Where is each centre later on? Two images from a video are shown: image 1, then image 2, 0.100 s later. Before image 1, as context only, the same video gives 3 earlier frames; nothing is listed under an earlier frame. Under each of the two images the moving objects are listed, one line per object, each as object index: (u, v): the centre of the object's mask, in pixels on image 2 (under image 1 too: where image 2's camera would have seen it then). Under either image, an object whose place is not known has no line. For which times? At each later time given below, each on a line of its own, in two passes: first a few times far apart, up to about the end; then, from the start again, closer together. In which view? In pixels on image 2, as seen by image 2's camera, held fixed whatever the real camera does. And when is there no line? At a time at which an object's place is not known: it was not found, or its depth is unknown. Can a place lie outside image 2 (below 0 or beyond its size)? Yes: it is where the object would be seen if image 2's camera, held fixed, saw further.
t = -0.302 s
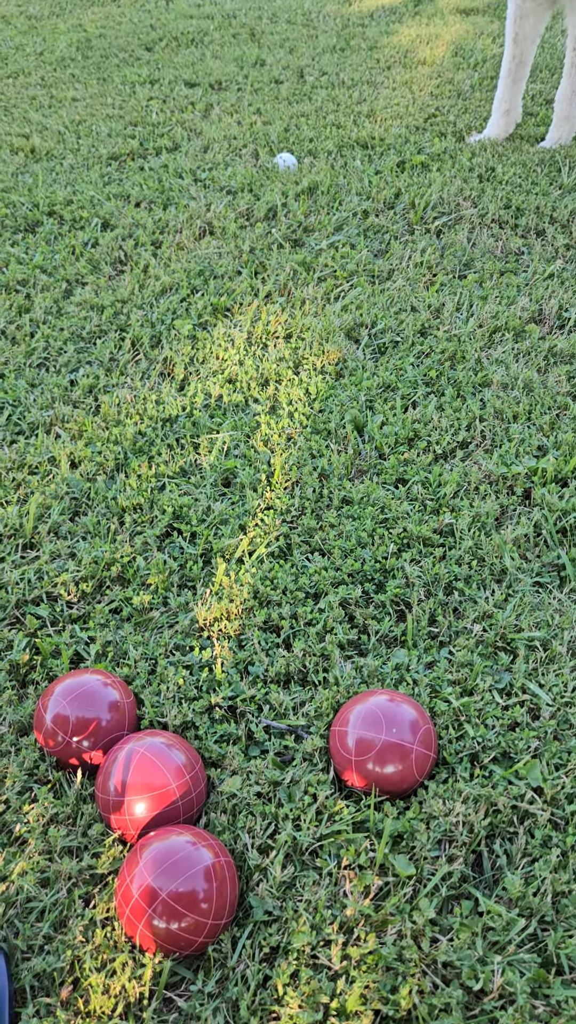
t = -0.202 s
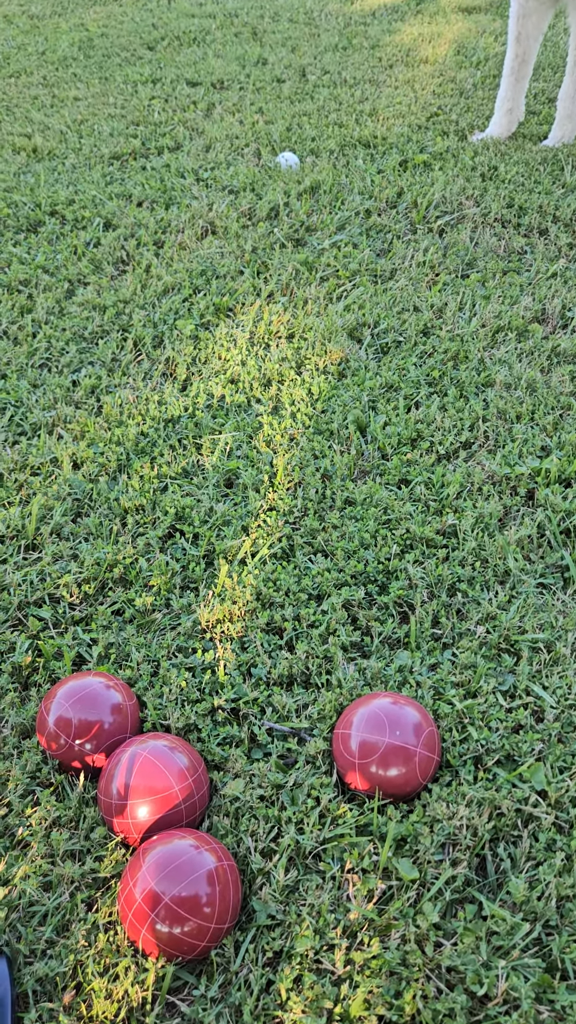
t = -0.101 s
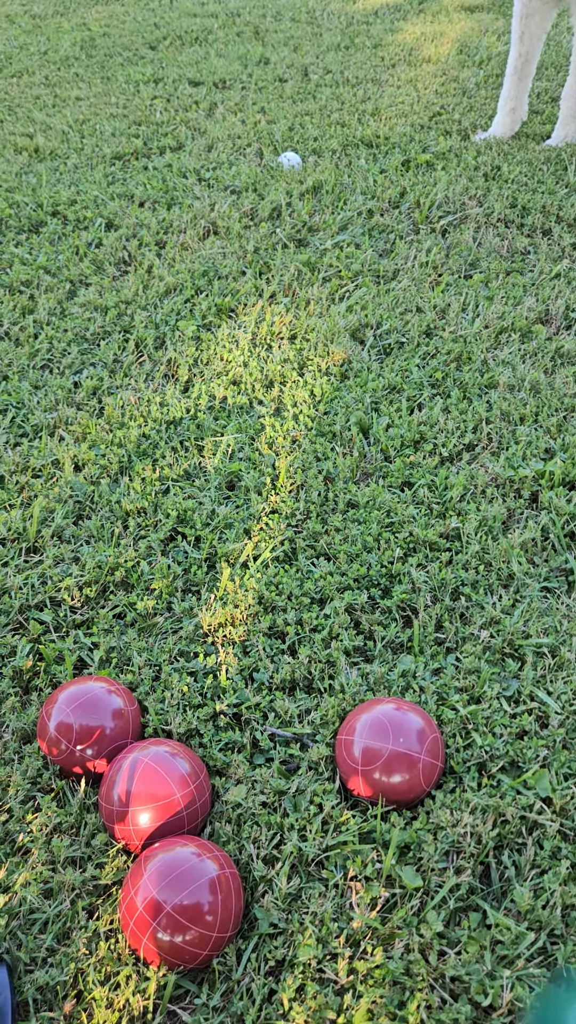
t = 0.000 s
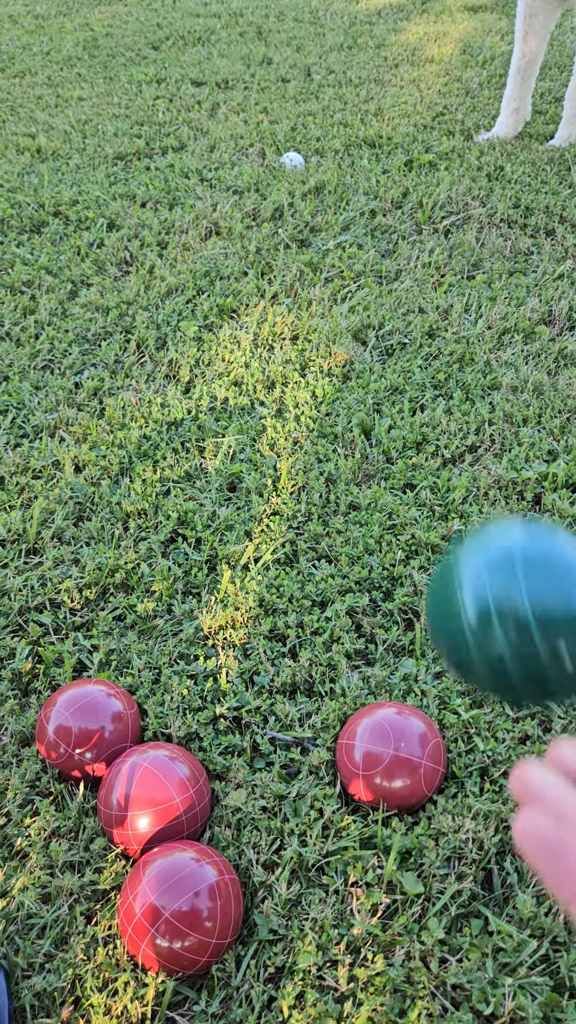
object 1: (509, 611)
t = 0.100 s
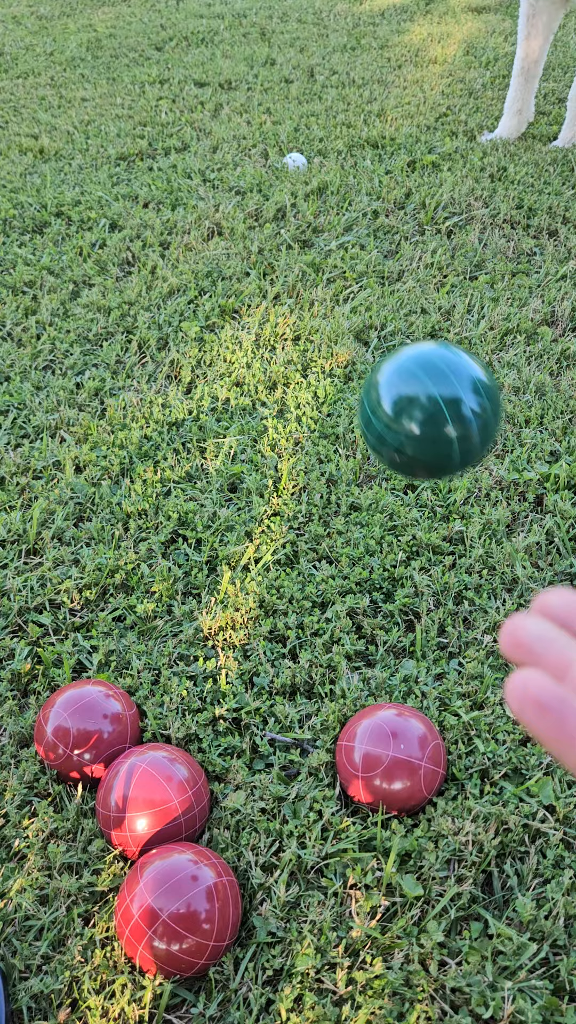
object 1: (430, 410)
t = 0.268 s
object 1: (343, 413)
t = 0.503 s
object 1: (273, 290)
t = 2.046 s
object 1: (214, 111)
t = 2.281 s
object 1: (213, 111)
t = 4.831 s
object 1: (215, 111)
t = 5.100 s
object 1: (214, 111)
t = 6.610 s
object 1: (213, 110)
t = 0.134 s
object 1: (406, 390)
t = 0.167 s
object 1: (386, 383)
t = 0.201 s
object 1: (369, 386)
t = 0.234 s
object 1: (354, 397)
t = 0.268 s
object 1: (343, 413)
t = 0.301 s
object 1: (333, 426)
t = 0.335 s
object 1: (322, 392)
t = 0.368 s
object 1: (310, 356)
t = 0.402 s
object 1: (300, 329)
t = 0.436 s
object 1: (291, 309)
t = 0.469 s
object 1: (282, 296)
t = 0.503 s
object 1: (273, 290)
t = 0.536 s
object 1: (265, 287)
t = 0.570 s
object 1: (260, 272)
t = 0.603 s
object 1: (255, 254)
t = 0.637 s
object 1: (251, 241)
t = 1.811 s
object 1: (213, 110)
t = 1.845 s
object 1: (213, 110)
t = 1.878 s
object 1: (213, 110)
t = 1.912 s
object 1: (213, 110)
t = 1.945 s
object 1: (214, 110)
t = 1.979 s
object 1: (214, 111)
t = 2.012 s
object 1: (214, 111)
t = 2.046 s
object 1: (214, 111)
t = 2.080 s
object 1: (214, 111)
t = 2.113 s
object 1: (214, 111)
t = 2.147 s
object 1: (214, 111)
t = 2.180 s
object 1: (214, 111)
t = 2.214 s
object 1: (214, 111)
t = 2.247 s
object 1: (214, 111)
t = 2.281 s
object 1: (213, 111)
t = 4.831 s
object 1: (215, 111)
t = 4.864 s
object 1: (215, 111)
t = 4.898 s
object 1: (215, 111)
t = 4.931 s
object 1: (215, 111)
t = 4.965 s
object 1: (214, 111)
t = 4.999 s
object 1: (215, 111)
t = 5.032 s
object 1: (215, 111)
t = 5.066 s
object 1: (215, 111)
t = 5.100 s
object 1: (214, 111)
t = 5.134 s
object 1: (214, 111)
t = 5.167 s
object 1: (214, 111)
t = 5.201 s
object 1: (214, 111)
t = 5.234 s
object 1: (214, 111)
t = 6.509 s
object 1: (213, 111)
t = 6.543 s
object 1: (213, 111)
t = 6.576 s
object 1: (213, 110)
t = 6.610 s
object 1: (213, 110)
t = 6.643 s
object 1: (213, 110)
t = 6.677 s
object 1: (213, 110)
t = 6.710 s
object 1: (213, 110)
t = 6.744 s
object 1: (213, 110)
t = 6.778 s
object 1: (213, 110)
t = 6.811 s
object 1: (213, 110)
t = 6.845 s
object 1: (213, 110)
